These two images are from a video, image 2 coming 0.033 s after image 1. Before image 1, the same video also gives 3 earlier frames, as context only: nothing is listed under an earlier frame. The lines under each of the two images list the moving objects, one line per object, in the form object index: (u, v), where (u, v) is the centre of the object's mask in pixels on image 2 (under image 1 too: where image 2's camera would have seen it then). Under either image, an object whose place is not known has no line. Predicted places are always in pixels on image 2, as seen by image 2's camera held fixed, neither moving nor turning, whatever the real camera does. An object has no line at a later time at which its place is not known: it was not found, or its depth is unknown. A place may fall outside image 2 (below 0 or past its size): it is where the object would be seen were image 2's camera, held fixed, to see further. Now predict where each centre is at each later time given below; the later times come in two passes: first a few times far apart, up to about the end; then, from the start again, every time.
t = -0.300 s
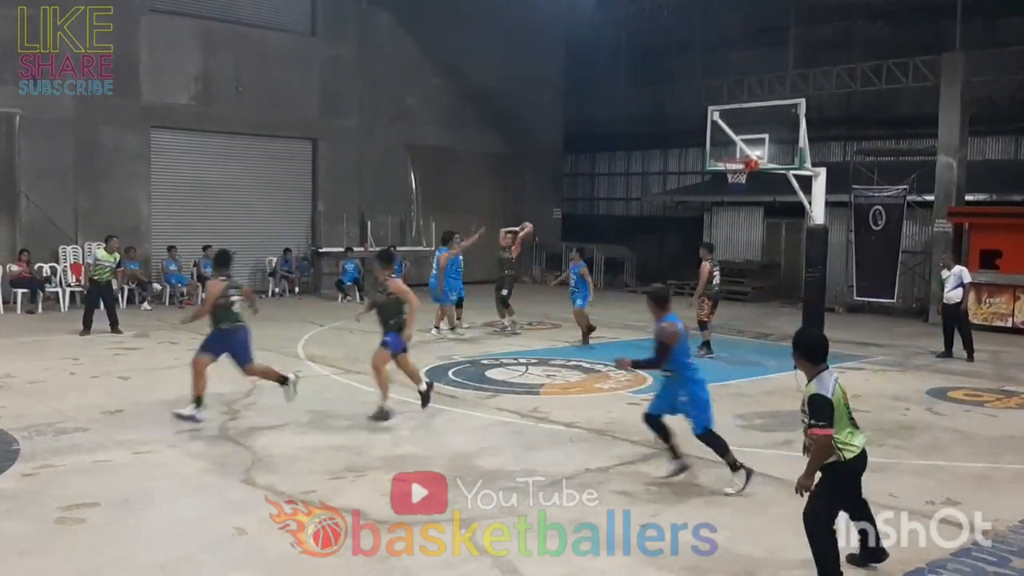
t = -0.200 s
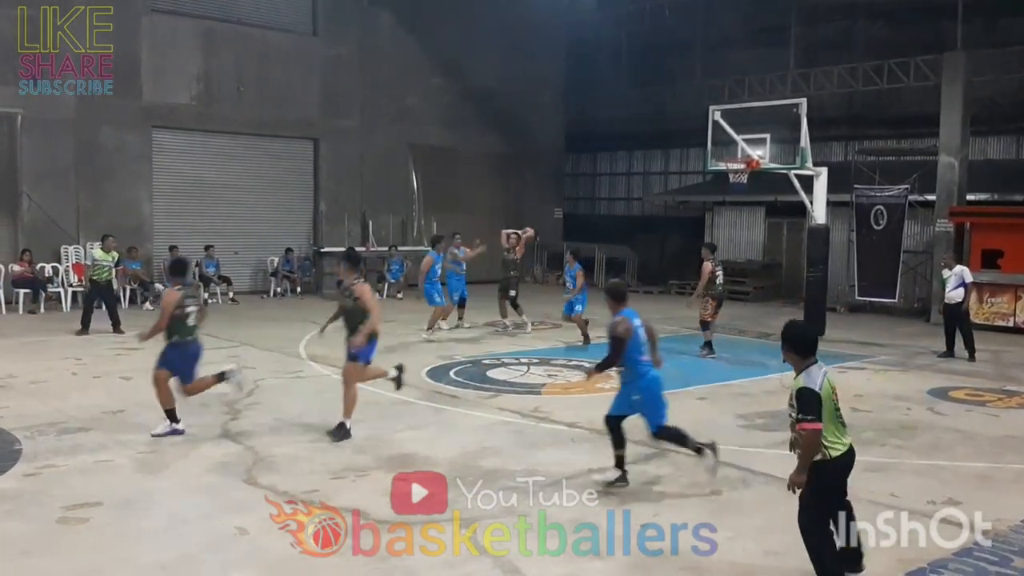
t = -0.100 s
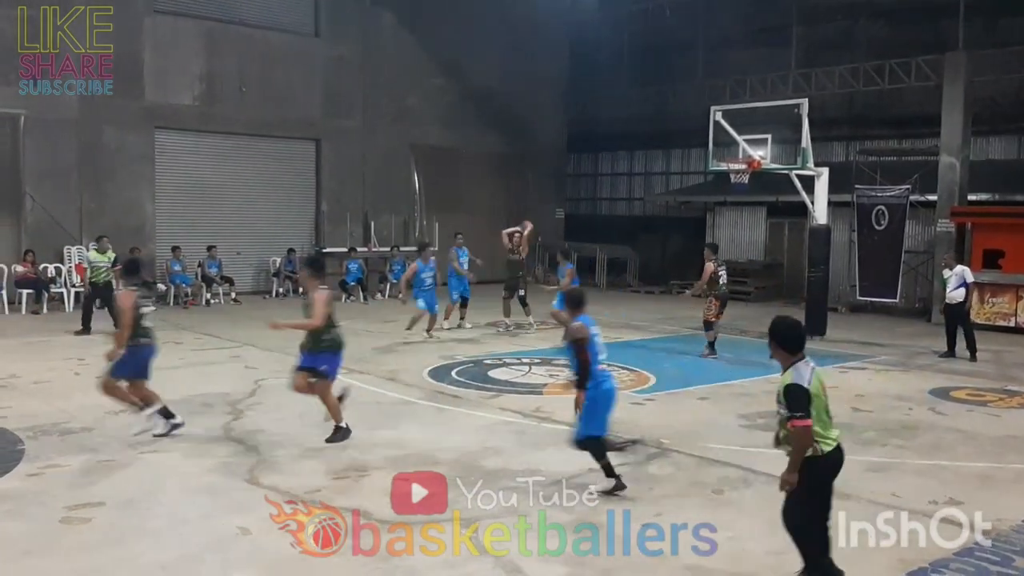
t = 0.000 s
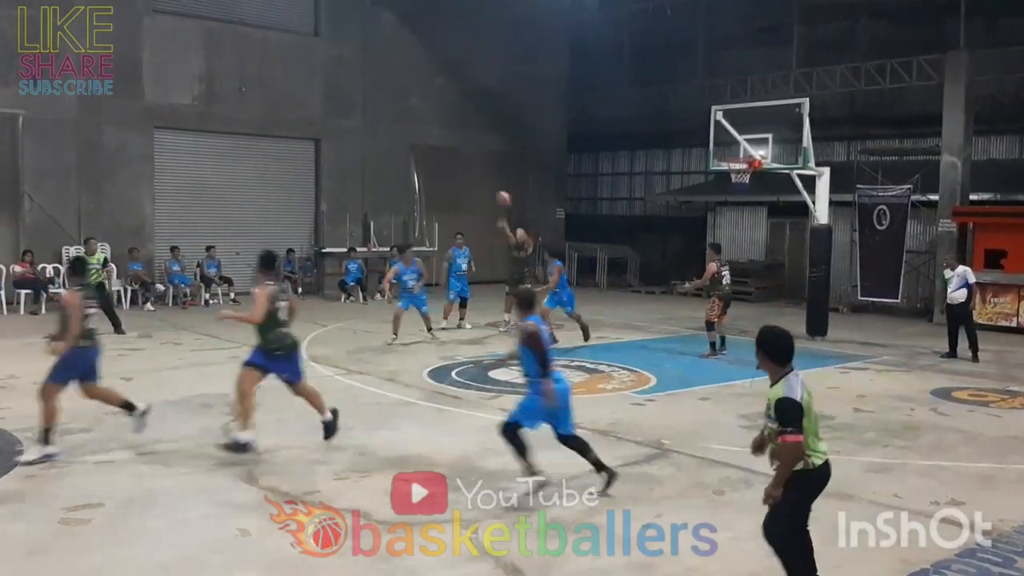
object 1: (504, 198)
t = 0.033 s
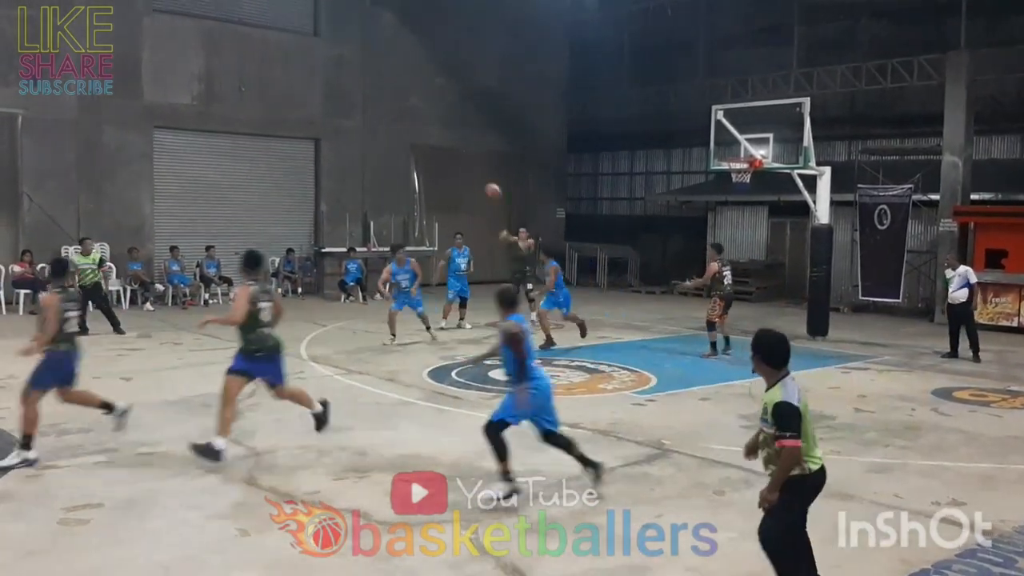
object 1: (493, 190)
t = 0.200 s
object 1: (433, 159)
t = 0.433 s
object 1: (325, 139)
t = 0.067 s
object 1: (483, 183)
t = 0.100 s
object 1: (471, 176)
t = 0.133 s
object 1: (459, 170)
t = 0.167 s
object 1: (446, 164)
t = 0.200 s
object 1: (433, 159)
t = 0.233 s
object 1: (420, 154)
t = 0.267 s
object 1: (406, 150)
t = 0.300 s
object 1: (392, 146)
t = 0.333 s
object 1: (376, 144)
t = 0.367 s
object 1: (359, 142)
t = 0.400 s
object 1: (342, 141)
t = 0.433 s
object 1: (325, 139)
